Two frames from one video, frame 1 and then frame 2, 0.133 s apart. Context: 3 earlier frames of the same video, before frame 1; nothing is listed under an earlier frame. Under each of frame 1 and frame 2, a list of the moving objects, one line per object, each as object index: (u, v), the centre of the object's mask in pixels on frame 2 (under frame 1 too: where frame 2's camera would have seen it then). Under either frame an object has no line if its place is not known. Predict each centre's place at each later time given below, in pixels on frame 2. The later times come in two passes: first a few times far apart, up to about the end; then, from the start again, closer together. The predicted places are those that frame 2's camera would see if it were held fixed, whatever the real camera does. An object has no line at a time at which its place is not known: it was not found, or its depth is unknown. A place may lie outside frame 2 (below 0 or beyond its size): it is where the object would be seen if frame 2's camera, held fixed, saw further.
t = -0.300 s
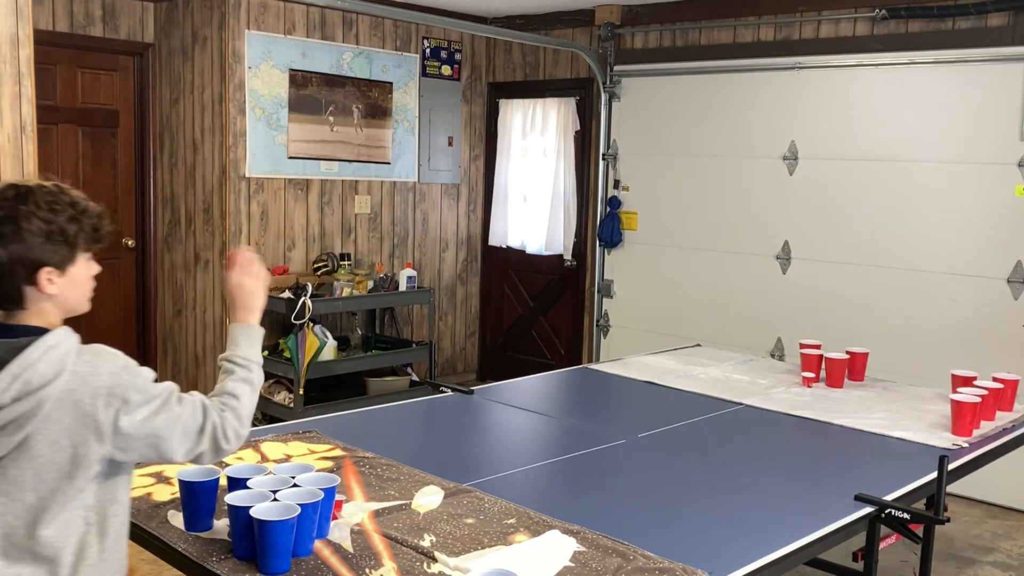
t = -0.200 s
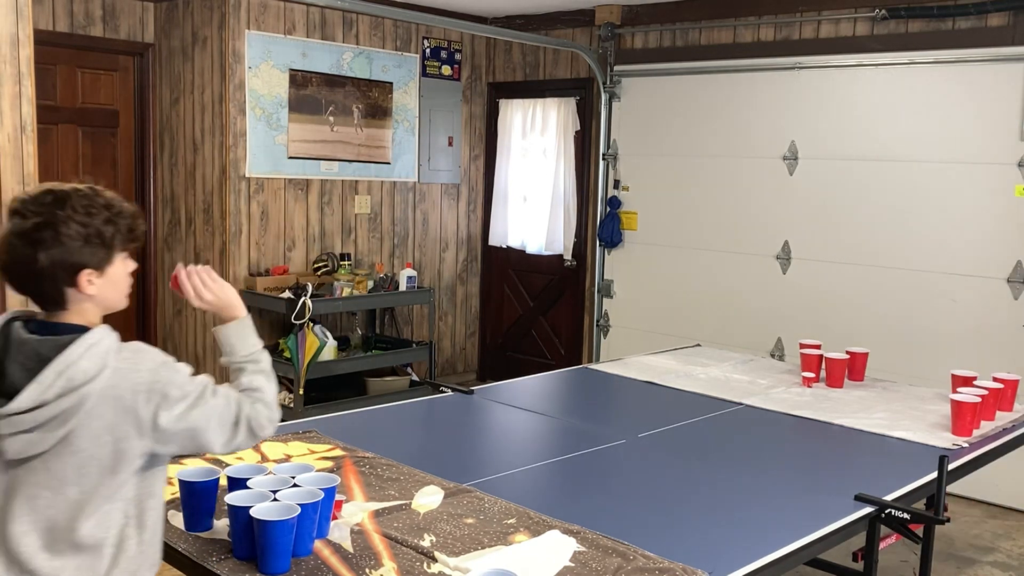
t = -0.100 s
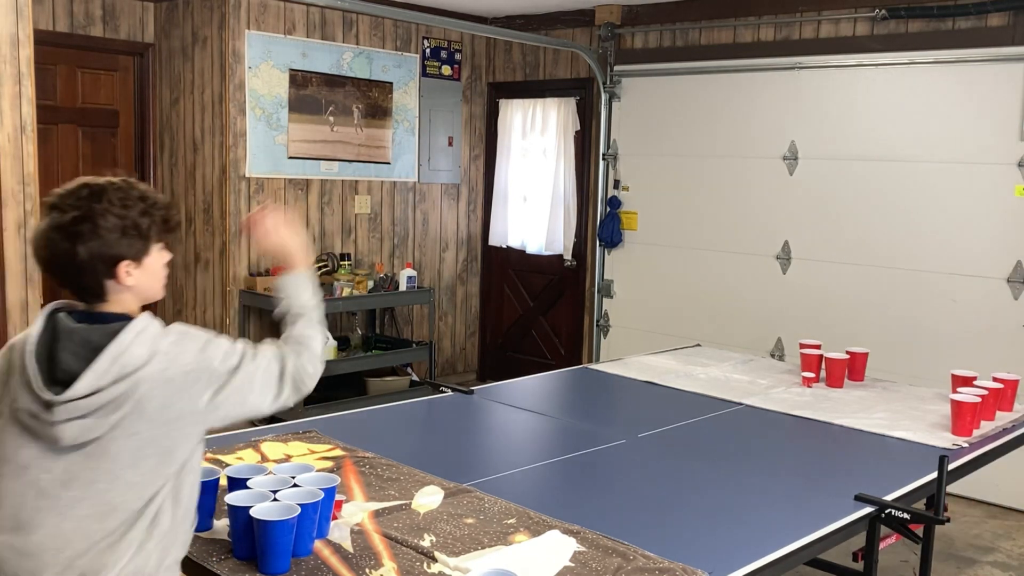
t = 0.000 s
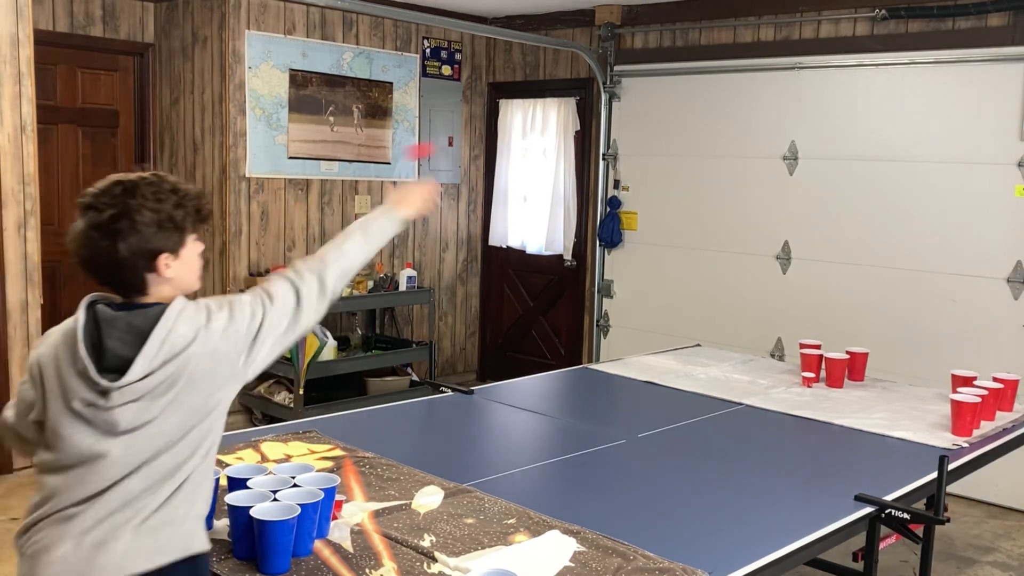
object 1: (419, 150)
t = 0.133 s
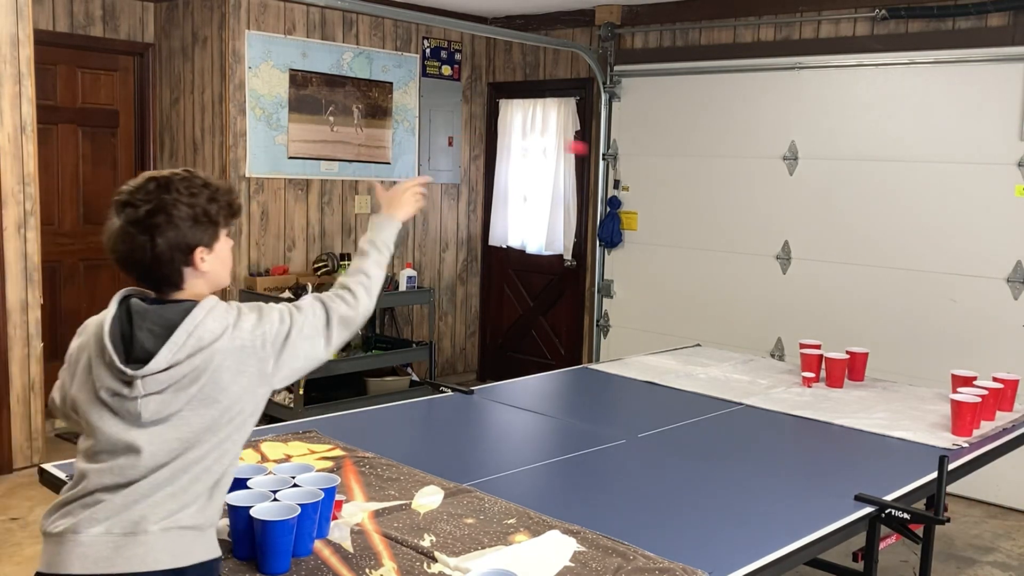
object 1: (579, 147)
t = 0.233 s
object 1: (657, 184)
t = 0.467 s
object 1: (784, 344)
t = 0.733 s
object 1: (800, 301)
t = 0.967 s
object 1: (795, 357)
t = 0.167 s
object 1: (606, 156)
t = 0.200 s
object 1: (633, 169)
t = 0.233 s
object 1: (657, 184)
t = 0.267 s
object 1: (681, 201)
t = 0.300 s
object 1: (701, 221)
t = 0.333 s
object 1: (721, 243)
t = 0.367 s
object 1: (739, 266)
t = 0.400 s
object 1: (755, 291)
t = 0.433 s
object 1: (770, 317)
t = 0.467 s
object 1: (784, 344)
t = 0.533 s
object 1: (797, 358)
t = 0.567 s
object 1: (799, 339)
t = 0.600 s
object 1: (799, 326)
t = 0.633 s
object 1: (800, 316)
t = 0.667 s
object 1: (800, 308)
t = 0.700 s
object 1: (800, 303)
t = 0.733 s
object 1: (800, 301)
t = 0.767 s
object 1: (800, 302)
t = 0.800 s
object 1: (800, 305)
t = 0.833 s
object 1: (799, 311)
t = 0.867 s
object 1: (799, 319)
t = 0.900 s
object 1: (798, 329)
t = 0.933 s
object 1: (795, 341)
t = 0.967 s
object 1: (795, 357)
